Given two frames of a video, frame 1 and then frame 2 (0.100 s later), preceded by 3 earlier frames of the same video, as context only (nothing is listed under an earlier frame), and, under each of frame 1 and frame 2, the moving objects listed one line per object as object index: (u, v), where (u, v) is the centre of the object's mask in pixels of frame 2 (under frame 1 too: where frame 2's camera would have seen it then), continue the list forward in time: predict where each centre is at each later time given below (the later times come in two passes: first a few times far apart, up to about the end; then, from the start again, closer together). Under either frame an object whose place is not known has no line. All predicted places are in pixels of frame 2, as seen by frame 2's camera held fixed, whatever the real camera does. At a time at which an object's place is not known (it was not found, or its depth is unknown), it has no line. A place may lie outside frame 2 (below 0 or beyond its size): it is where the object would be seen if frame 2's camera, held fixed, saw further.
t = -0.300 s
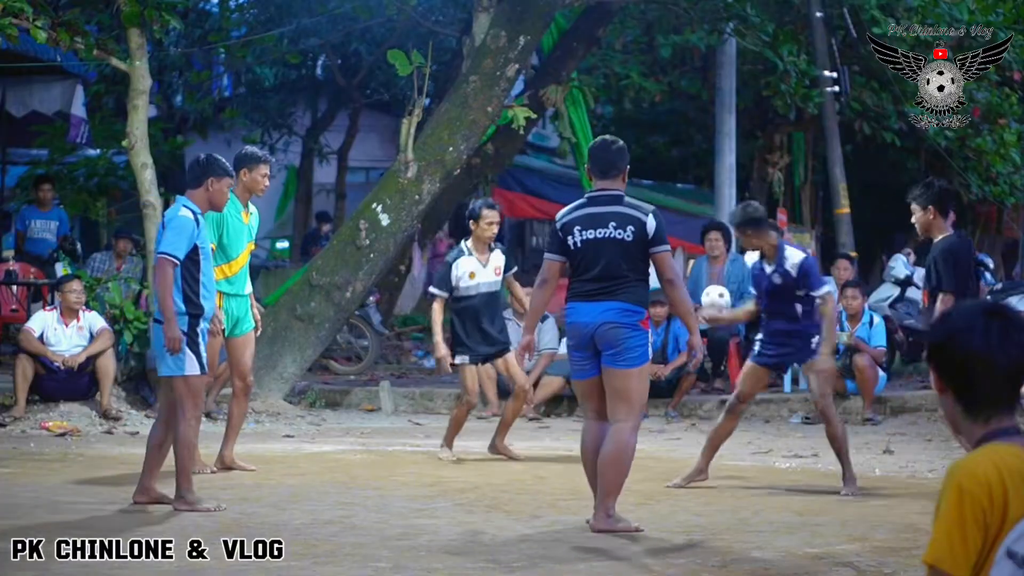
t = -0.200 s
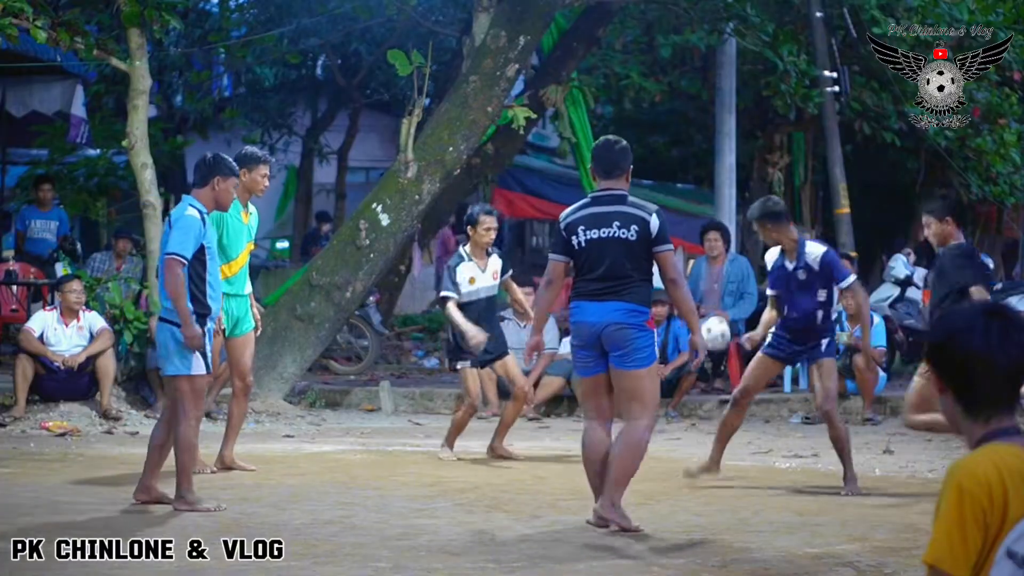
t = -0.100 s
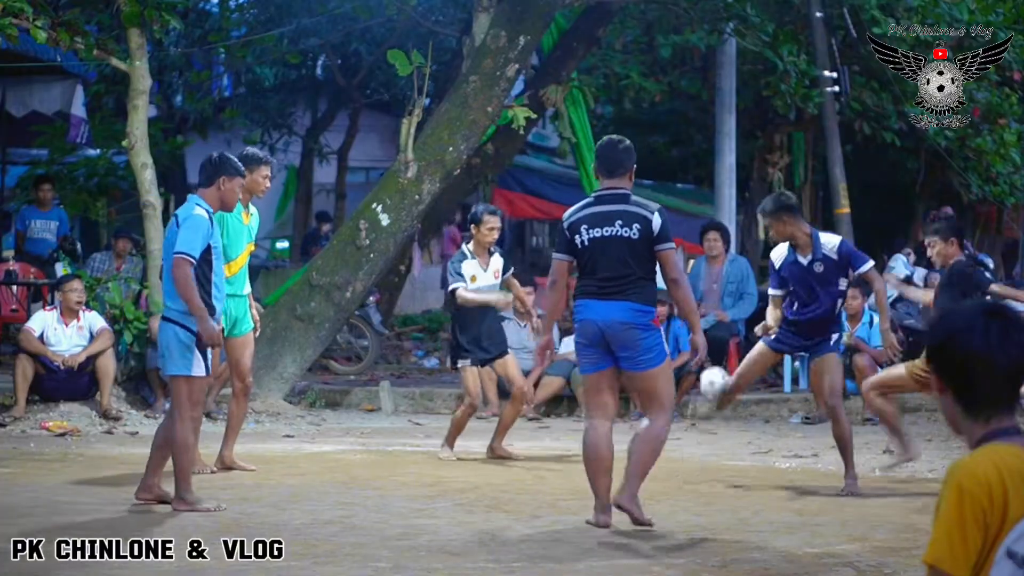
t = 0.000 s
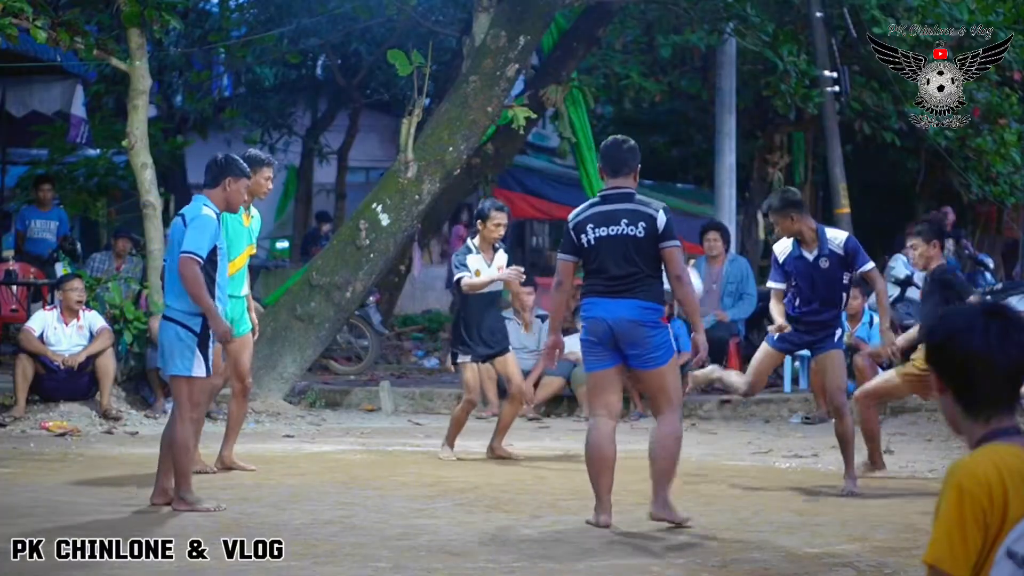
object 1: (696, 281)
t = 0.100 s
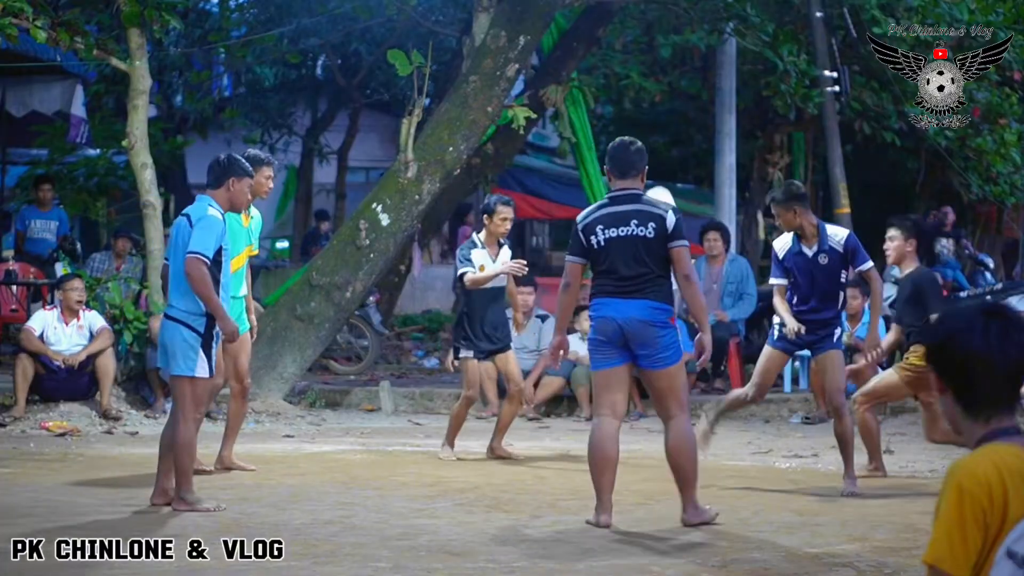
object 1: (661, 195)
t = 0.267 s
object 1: (615, 116)
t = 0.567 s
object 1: (537, 88)
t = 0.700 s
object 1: (503, 126)
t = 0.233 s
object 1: (624, 129)
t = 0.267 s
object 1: (615, 116)
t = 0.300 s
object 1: (606, 105)
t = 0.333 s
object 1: (597, 95)
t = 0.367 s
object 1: (588, 88)
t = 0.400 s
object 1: (580, 84)
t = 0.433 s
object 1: (571, 80)
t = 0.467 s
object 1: (562, 79)
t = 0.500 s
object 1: (554, 80)
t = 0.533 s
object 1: (545, 83)
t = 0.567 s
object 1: (537, 88)
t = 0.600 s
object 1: (528, 94)
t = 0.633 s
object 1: (520, 103)
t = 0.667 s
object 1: (512, 114)
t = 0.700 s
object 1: (503, 126)
